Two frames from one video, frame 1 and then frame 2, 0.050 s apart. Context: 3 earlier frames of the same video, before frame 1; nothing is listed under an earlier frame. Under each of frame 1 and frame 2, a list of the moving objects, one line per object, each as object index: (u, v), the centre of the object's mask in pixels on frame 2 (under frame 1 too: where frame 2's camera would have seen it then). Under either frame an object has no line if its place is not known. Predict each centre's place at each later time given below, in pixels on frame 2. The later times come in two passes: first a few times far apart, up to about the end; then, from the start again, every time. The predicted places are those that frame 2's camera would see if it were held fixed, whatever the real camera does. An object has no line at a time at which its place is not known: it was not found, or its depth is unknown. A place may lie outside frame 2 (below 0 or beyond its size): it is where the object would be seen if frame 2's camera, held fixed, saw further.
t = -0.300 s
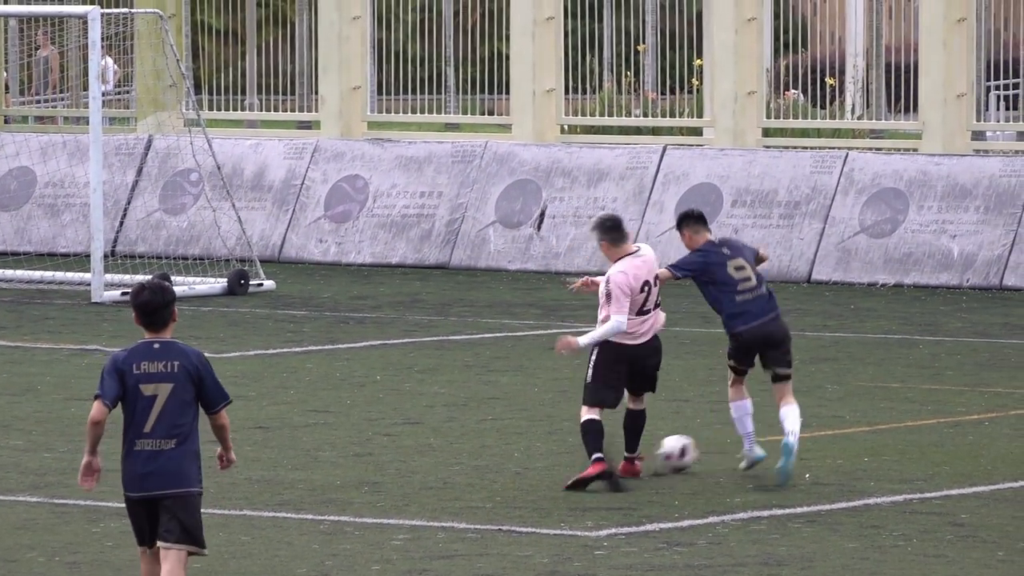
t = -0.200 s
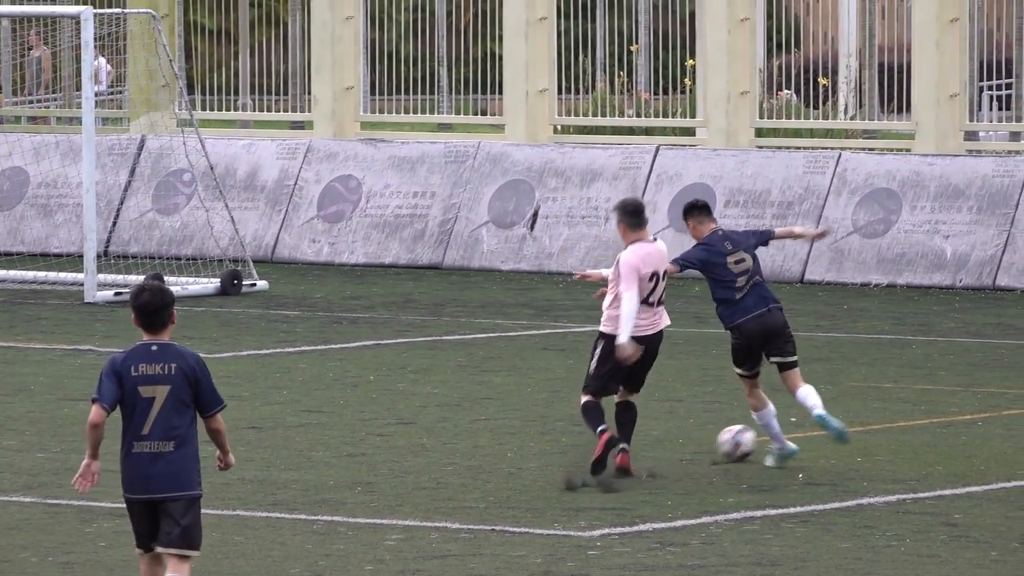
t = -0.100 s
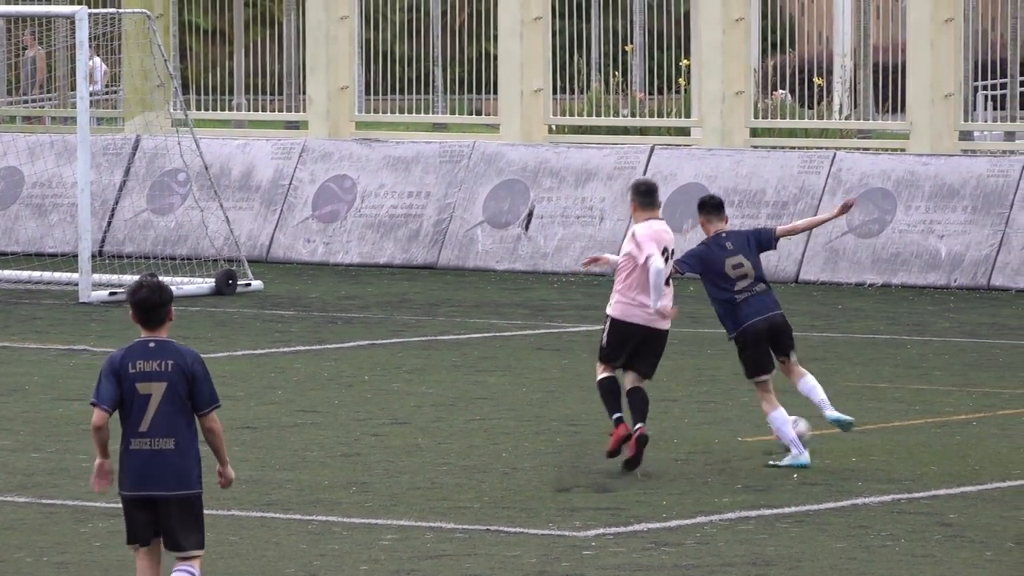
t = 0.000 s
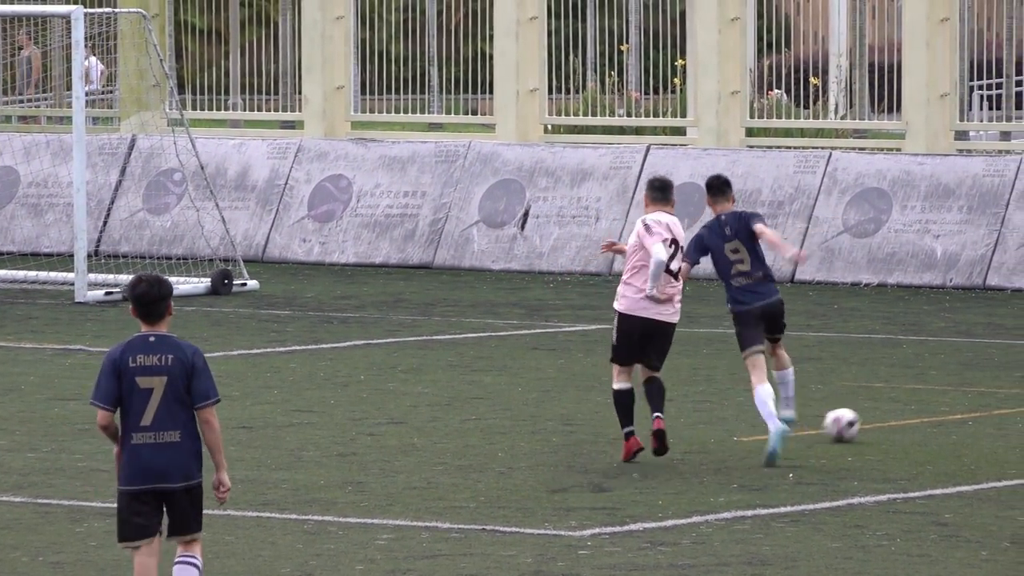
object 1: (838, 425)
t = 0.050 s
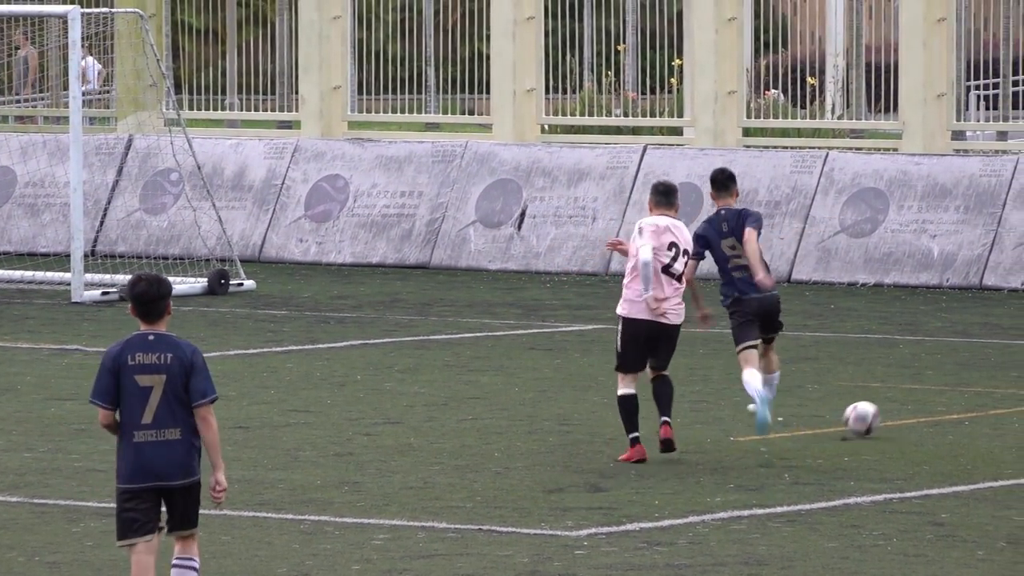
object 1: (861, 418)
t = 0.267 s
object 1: (950, 398)
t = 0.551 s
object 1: (1029, 383)
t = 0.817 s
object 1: (1091, 370)
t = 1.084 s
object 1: (1151, 358)
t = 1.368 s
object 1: (1209, 346)
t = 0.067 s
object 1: (869, 416)
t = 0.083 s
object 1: (877, 415)
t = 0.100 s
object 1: (884, 414)
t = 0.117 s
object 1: (891, 413)
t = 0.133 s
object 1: (900, 413)
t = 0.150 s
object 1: (906, 412)
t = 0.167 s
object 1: (913, 410)
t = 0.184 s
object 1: (919, 406)
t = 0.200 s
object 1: (925, 403)
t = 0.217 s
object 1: (932, 402)
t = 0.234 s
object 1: (938, 400)
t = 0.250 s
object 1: (944, 398)
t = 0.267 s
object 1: (950, 398)
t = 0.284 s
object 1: (956, 398)
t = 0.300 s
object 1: (962, 398)
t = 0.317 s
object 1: (968, 398)
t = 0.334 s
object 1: (974, 399)
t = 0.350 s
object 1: (978, 397)
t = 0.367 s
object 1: (982, 395)
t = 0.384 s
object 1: (987, 392)
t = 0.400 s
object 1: (992, 390)
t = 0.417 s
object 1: (996, 389)
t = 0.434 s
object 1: (1000, 389)
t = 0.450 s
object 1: (1004, 388)
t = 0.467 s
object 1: (1009, 388)
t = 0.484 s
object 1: (1013, 389)
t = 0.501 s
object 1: (1017, 388)
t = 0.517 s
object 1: (1021, 386)
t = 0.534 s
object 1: (1025, 385)
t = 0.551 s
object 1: (1029, 383)
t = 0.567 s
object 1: (1033, 382)
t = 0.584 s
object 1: (1037, 382)
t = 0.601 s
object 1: (1041, 382)
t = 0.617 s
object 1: (1045, 382)
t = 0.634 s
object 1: (1049, 381)
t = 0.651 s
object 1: (1052, 379)
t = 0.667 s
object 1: (1056, 378)
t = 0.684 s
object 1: (1060, 377)
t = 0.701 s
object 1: (1064, 377)
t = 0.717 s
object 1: (1068, 377)
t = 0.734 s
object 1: (1072, 376)
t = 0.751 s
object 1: (1076, 373)
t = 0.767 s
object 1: (1079, 372)
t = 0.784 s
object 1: (1083, 371)
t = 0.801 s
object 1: (1087, 370)
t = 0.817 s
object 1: (1091, 370)
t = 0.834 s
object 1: (1095, 370)
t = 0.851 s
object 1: (1099, 370)
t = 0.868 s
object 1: (1102, 369)
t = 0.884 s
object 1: (1106, 367)
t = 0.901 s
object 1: (1110, 366)
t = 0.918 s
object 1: (1113, 365)
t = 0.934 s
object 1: (1117, 365)
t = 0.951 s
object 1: (1121, 365)
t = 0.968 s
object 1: (1125, 363)
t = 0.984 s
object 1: (1128, 362)
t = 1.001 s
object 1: (1132, 361)
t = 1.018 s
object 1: (1136, 360)
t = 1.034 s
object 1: (1140, 360)
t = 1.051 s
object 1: (1143, 360)
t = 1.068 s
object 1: (1147, 360)
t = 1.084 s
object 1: (1151, 358)
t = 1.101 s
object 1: (1154, 355)
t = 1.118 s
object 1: (1158, 353)
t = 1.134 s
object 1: (1162, 352)
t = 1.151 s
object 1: (1165, 352)
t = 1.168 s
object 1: (1168, 351)
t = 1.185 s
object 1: (1172, 351)
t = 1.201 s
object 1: (1175, 352)
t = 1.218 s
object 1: (1179, 353)
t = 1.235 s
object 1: (1182, 353)
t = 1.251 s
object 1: (1185, 350)
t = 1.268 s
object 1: (1189, 348)
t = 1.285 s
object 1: (1192, 347)
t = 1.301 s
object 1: (1196, 346)
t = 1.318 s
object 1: (1199, 346)
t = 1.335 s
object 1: (1203, 346)
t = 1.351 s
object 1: (1206, 346)
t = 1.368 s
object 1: (1209, 346)
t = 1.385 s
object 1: (1213, 347)
